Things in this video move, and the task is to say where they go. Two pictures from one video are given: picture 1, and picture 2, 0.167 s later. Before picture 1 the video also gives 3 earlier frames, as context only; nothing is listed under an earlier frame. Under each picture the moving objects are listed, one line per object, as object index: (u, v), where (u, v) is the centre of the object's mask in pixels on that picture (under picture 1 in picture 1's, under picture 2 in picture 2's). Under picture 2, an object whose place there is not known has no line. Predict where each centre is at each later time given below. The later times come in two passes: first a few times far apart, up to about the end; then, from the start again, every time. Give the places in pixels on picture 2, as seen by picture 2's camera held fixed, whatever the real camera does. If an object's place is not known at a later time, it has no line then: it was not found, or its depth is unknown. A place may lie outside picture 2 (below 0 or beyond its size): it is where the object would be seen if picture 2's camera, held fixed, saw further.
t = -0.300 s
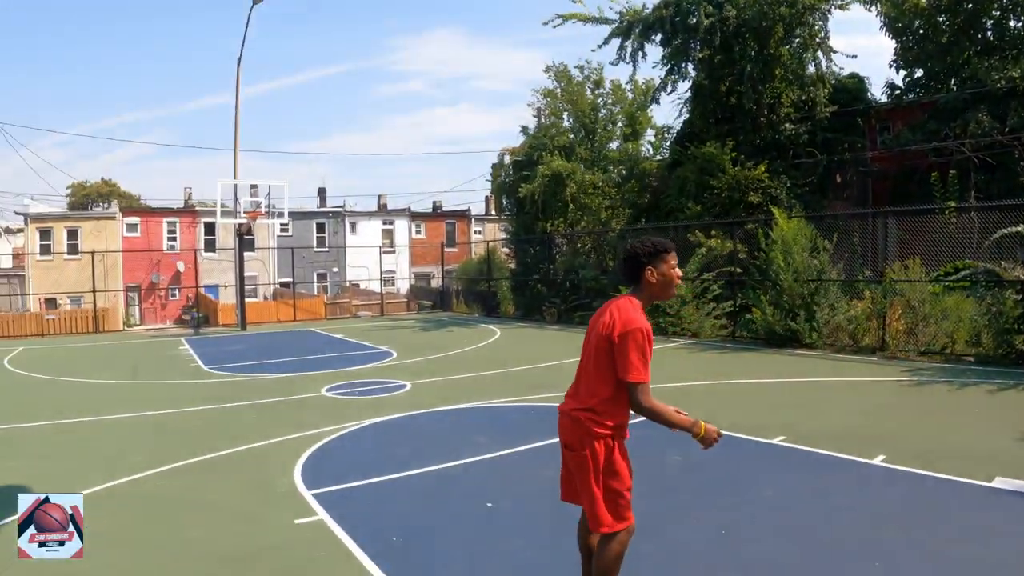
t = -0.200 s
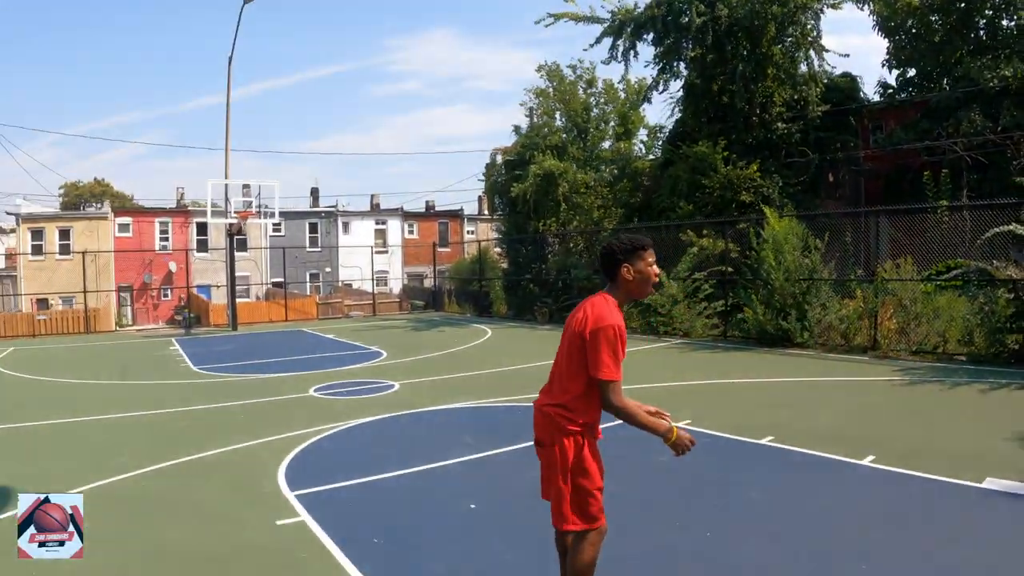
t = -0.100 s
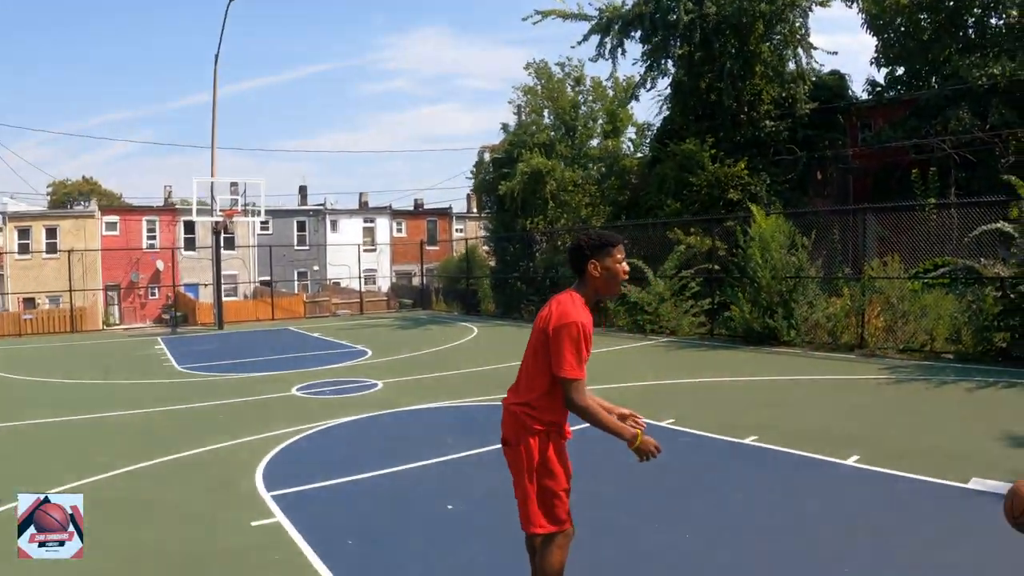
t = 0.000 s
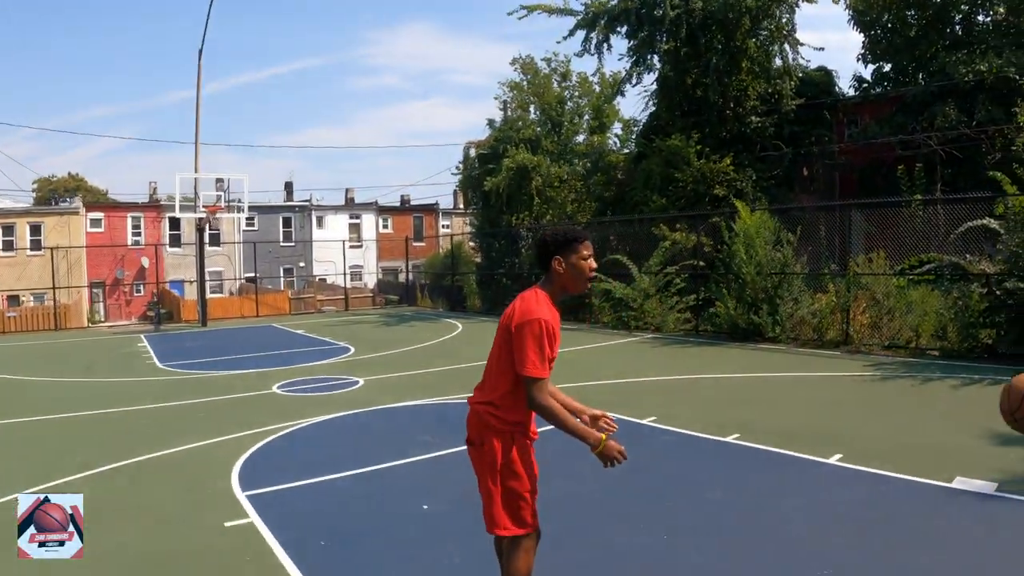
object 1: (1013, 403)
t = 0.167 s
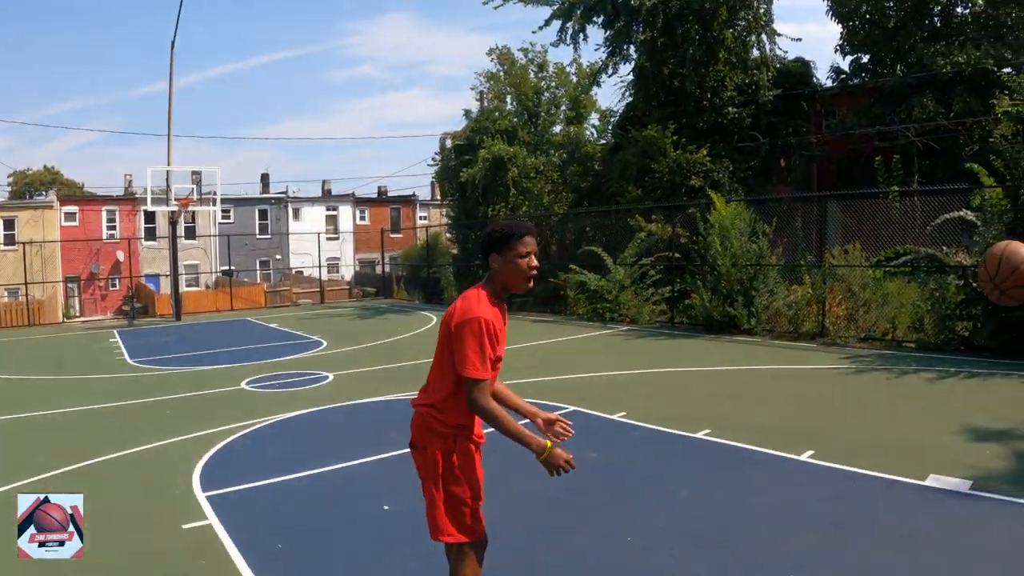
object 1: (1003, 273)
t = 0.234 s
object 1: (1006, 242)
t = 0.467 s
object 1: (984, 217)
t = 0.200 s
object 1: (1005, 256)
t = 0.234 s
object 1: (1006, 242)
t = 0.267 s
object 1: (1006, 230)
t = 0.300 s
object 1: (1003, 223)
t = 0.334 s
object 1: (1000, 215)
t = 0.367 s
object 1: (996, 212)
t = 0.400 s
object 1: (993, 211)
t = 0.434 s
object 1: (989, 213)
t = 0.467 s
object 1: (984, 217)
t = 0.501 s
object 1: (980, 223)
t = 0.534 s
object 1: (977, 235)
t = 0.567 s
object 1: (973, 248)
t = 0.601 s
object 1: (970, 264)
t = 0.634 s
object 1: (965, 283)
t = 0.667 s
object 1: (961, 307)
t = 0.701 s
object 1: (956, 332)
